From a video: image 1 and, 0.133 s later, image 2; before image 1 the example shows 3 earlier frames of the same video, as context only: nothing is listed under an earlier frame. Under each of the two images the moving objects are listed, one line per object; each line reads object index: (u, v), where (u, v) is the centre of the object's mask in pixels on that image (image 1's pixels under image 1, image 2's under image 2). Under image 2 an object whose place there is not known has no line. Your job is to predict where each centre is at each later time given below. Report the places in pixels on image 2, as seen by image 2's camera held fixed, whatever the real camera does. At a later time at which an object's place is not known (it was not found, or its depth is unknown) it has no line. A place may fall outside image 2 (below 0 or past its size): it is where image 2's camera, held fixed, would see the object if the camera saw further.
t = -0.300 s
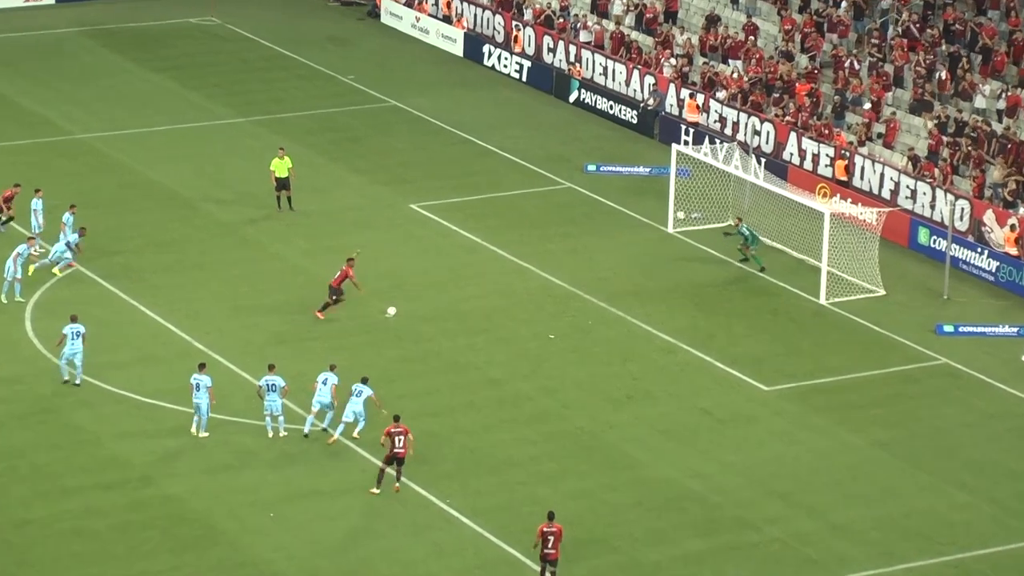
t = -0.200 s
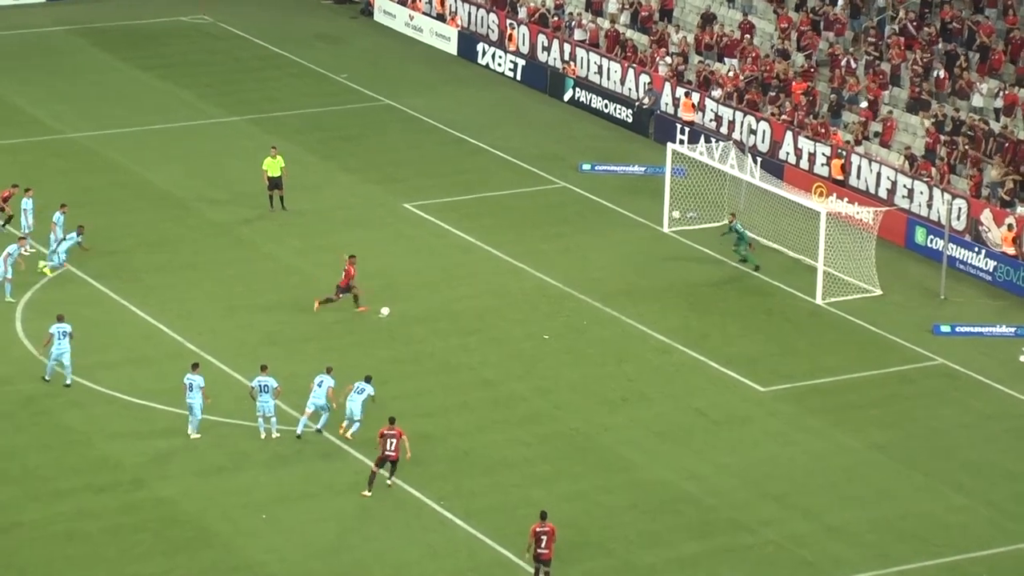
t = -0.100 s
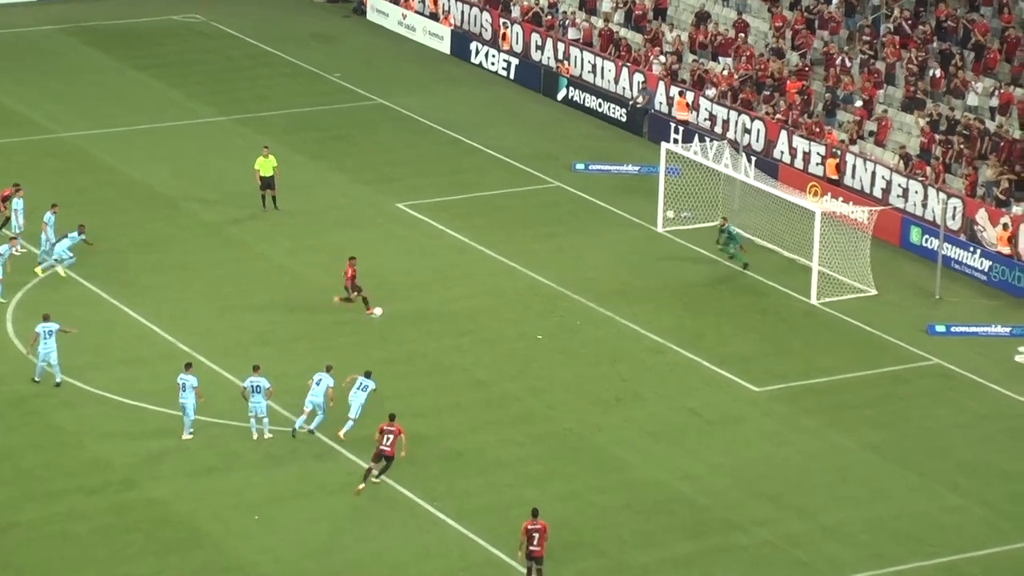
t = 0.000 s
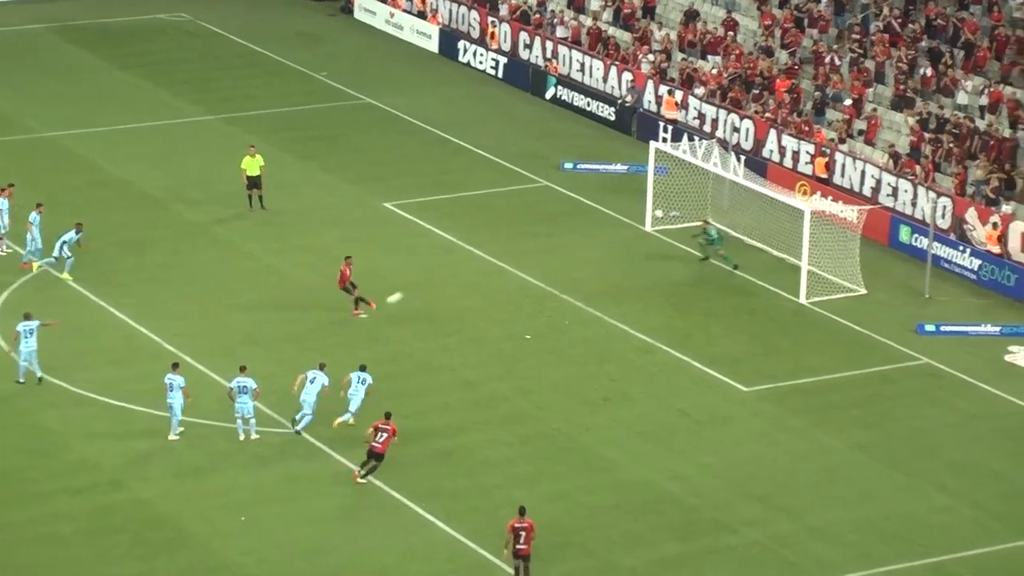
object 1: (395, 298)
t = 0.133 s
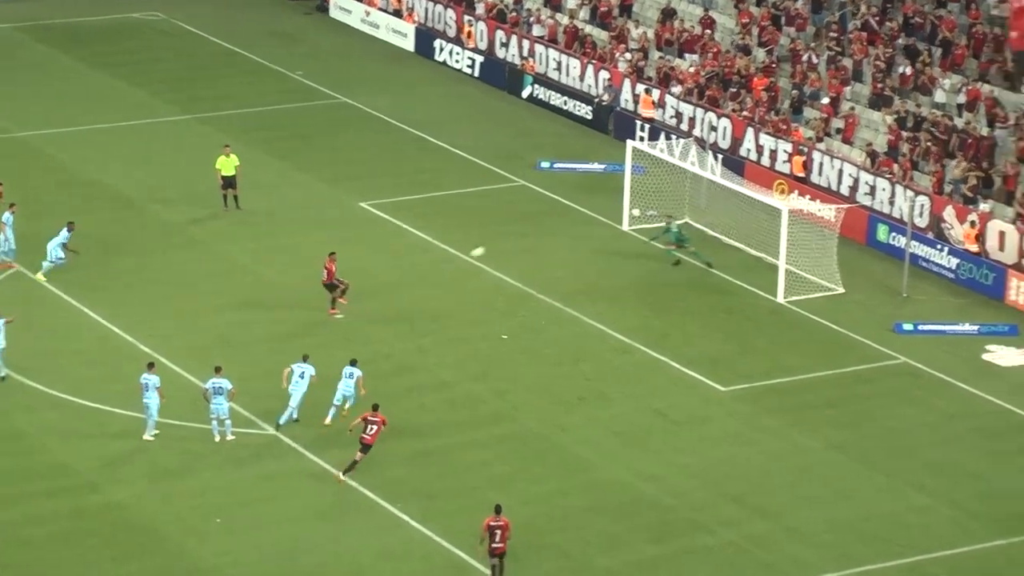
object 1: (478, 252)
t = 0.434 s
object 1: (695, 185)
